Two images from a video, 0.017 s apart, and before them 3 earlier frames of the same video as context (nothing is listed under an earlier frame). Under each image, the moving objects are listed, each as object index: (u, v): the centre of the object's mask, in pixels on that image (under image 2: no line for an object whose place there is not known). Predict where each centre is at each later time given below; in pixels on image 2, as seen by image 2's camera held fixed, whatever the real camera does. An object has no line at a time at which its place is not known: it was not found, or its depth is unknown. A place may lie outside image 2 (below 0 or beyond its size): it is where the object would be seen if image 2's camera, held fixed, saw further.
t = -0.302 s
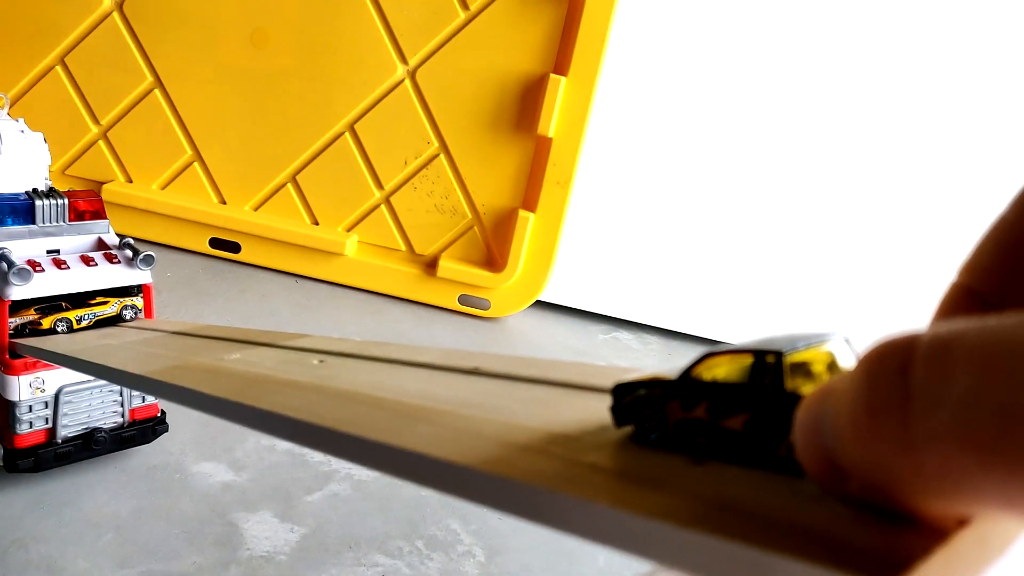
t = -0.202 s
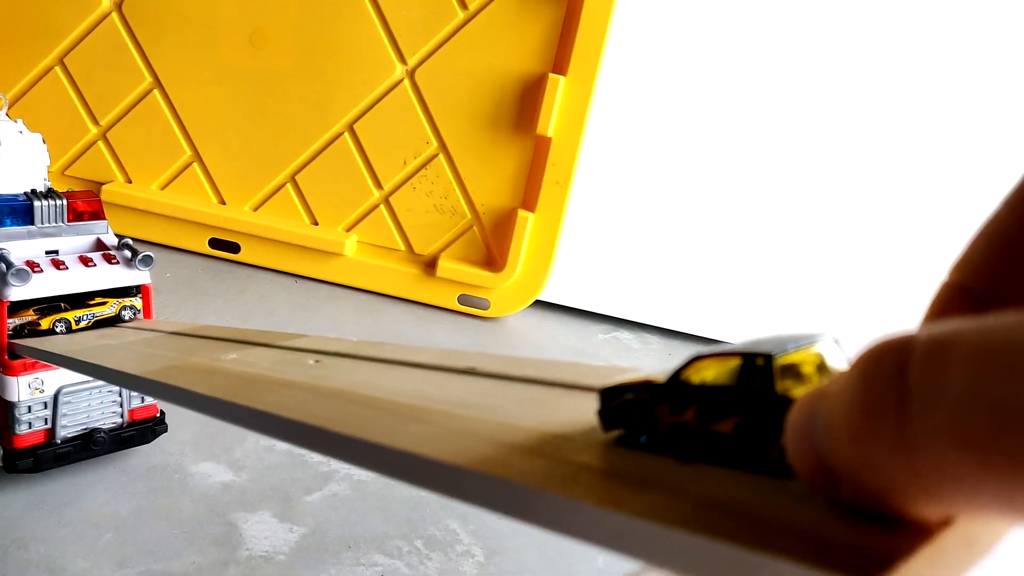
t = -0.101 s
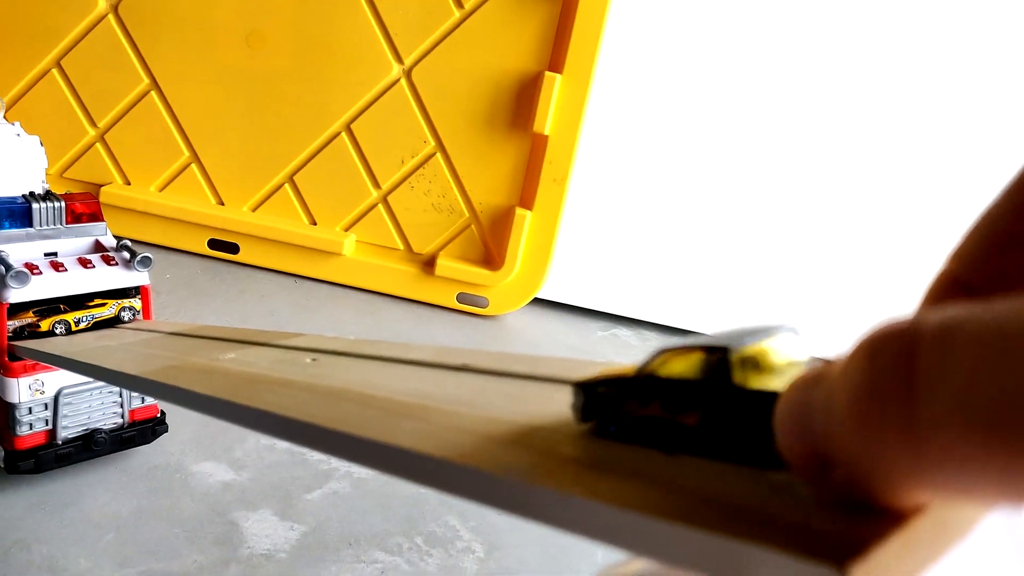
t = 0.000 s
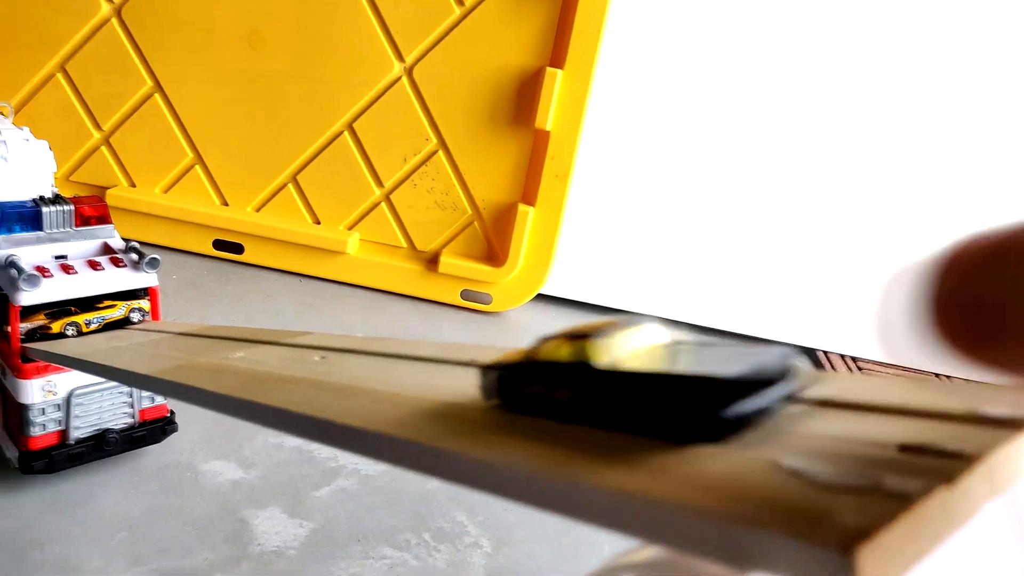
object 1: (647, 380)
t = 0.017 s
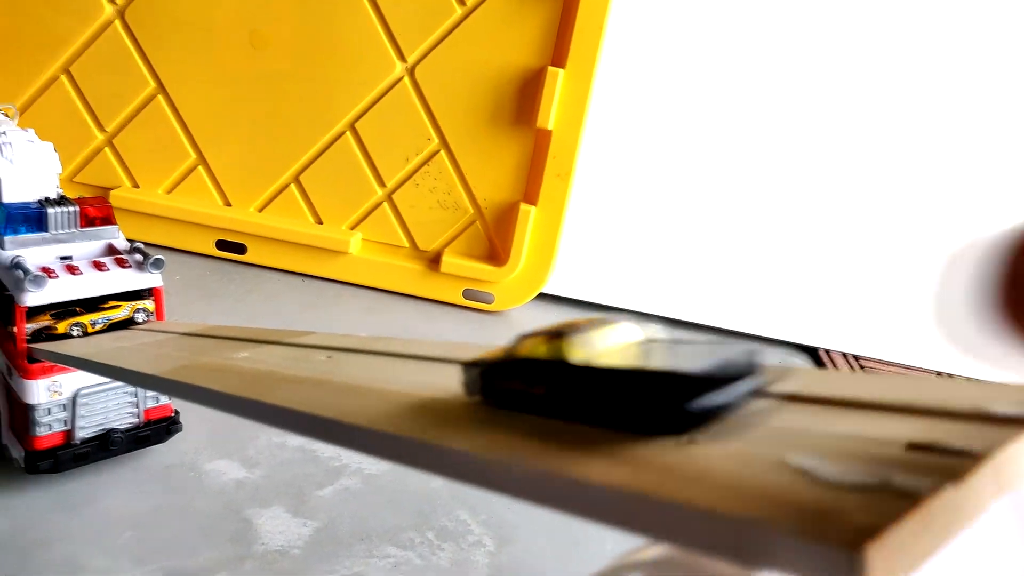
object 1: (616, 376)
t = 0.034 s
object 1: (583, 373)
